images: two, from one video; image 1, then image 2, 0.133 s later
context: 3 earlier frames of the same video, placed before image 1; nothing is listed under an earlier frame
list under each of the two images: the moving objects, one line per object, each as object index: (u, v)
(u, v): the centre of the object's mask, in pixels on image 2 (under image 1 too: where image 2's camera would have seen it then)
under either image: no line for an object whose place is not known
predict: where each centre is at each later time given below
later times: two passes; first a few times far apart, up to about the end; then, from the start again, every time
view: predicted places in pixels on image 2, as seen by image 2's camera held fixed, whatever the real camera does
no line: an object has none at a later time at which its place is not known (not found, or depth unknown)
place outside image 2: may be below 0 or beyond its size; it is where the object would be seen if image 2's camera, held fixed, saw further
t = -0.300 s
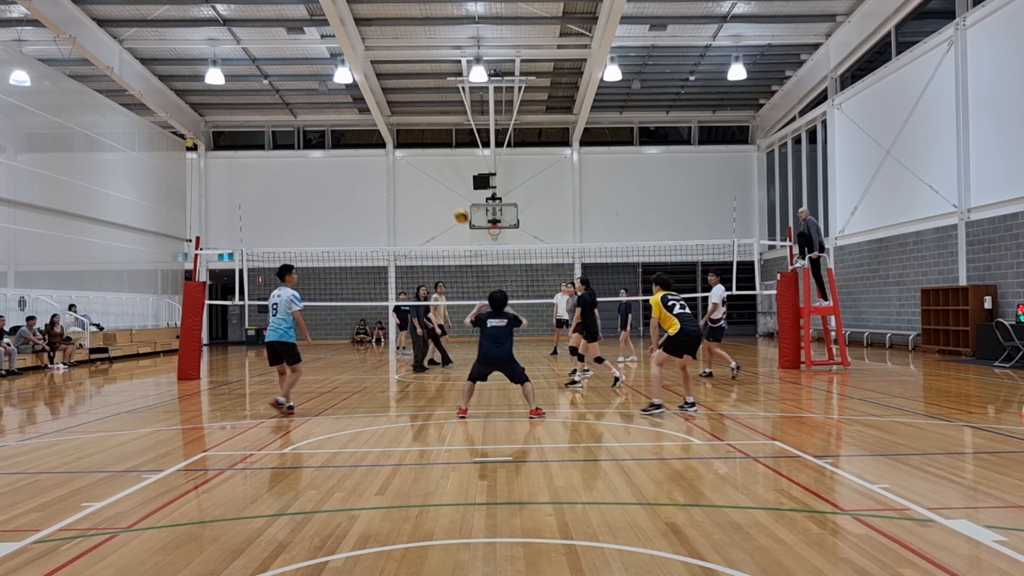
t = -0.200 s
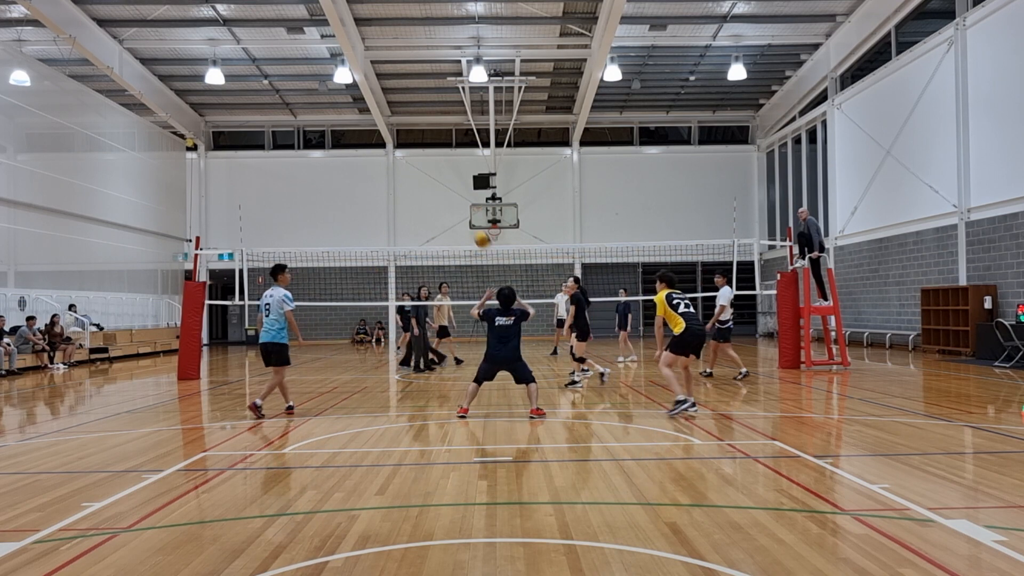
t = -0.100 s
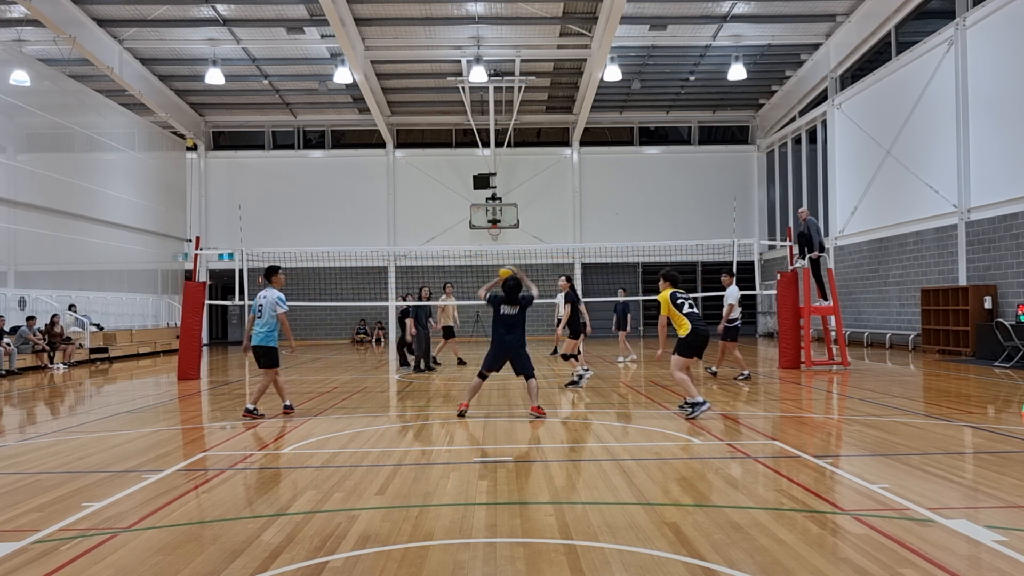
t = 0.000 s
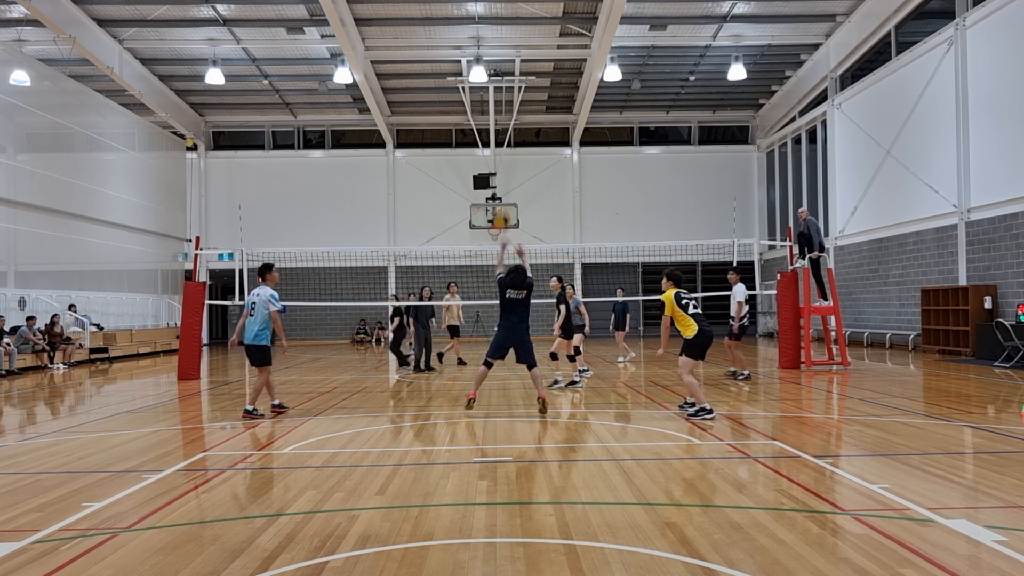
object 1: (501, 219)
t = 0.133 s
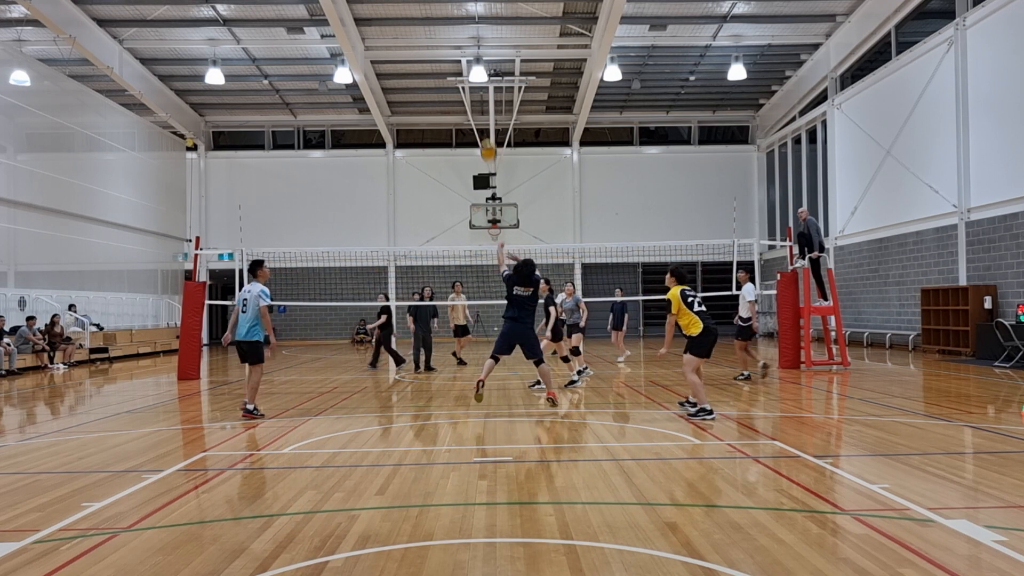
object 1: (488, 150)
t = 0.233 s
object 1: (479, 110)
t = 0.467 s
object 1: (455, 50)
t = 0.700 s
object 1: (434, 35)
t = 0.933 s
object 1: (415, 61)
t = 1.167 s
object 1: (397, 127)
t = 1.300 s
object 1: (388, 180)
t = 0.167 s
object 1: (485, 137)
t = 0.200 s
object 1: (481, 123)
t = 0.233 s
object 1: (479, 110)
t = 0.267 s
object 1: (475, 99)
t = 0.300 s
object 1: (472, 90)
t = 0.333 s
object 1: (468, 78)
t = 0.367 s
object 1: (464, 70)
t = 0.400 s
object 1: (462, 63)
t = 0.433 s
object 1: (459, 56)
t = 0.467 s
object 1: (455, 50)
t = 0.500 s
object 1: (452, 45)
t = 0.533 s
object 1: (450, 42)
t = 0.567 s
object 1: (446, 39)
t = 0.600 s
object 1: (443, 37)
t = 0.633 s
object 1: (440, 35)
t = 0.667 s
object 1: (437, 34)
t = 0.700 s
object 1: (434, 35)
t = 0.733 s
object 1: (432, 36)
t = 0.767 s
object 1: (429, 38)
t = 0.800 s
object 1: (426, 41)
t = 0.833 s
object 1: (423, 44)
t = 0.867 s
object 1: (420, 49)
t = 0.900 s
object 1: (417, 54)
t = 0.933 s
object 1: (415, 61)
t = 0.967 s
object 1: (412, 68)
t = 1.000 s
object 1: (410, 75)
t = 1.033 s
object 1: (407, 84)
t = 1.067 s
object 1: (404, 93)
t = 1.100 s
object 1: (402, 103)
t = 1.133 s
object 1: (400, 113)
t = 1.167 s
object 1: (397, 127)
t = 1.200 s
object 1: (395, 137)
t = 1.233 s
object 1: (392, 151)
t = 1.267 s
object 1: (390, 166)
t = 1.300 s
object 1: (388, 180)
